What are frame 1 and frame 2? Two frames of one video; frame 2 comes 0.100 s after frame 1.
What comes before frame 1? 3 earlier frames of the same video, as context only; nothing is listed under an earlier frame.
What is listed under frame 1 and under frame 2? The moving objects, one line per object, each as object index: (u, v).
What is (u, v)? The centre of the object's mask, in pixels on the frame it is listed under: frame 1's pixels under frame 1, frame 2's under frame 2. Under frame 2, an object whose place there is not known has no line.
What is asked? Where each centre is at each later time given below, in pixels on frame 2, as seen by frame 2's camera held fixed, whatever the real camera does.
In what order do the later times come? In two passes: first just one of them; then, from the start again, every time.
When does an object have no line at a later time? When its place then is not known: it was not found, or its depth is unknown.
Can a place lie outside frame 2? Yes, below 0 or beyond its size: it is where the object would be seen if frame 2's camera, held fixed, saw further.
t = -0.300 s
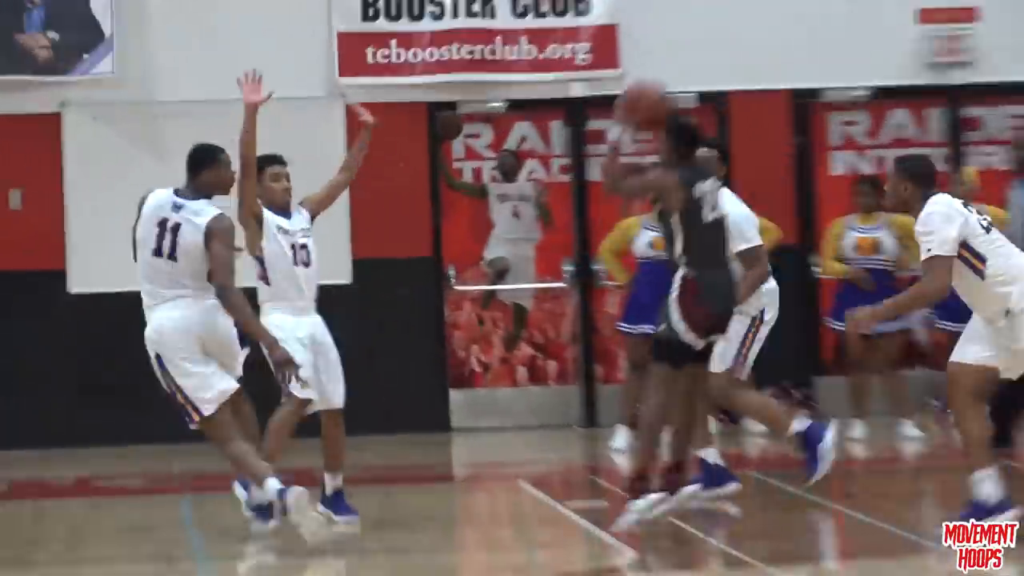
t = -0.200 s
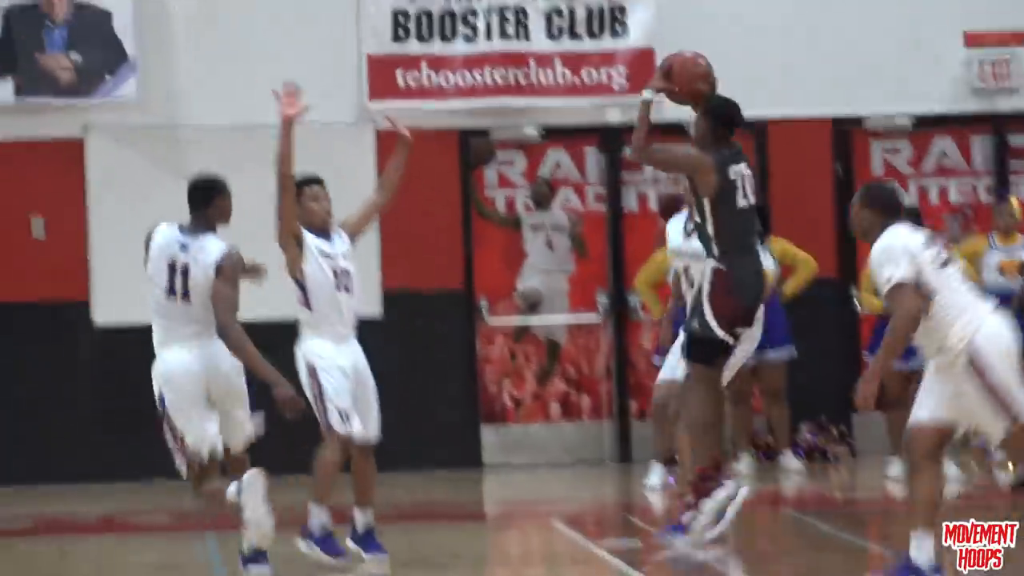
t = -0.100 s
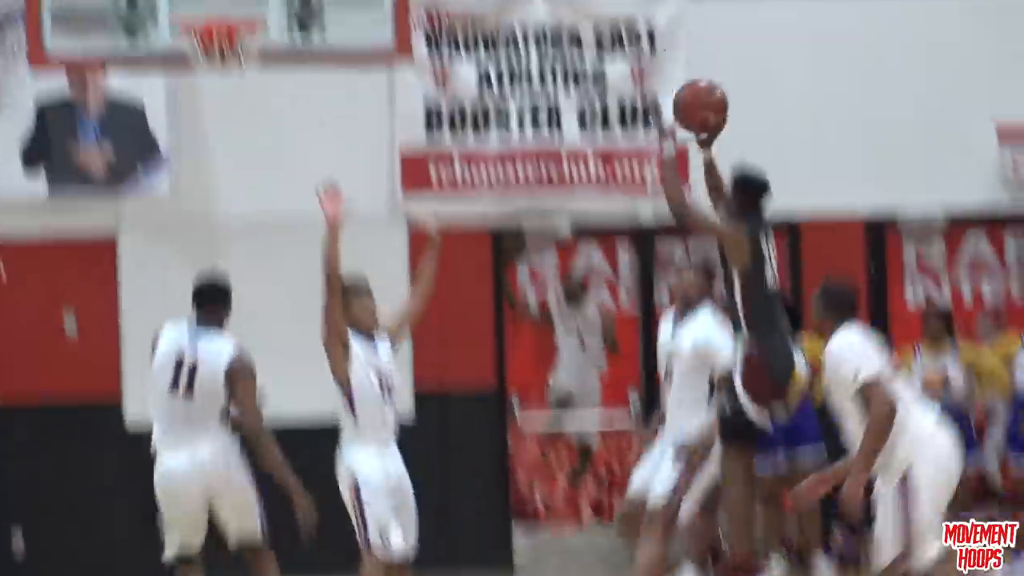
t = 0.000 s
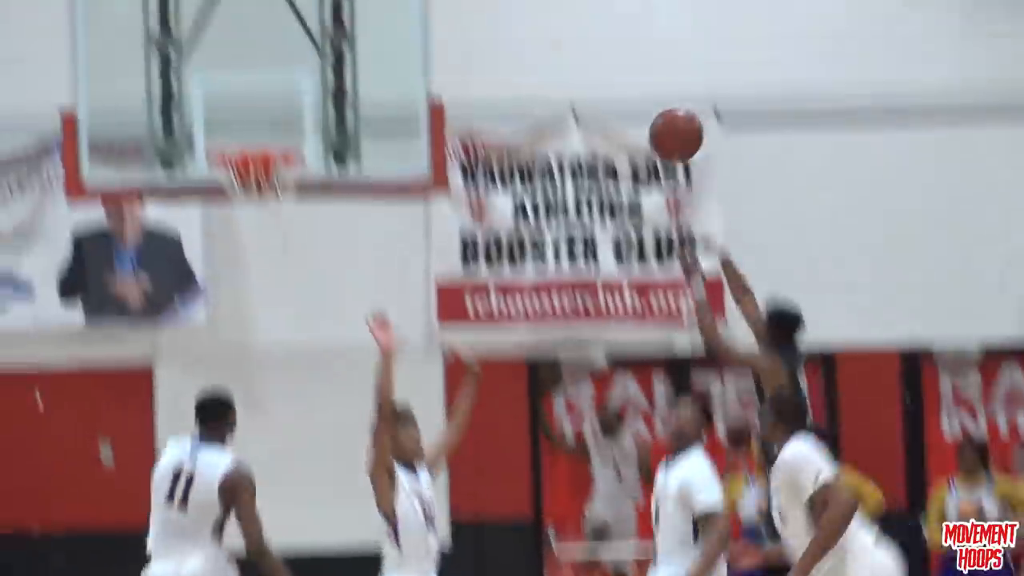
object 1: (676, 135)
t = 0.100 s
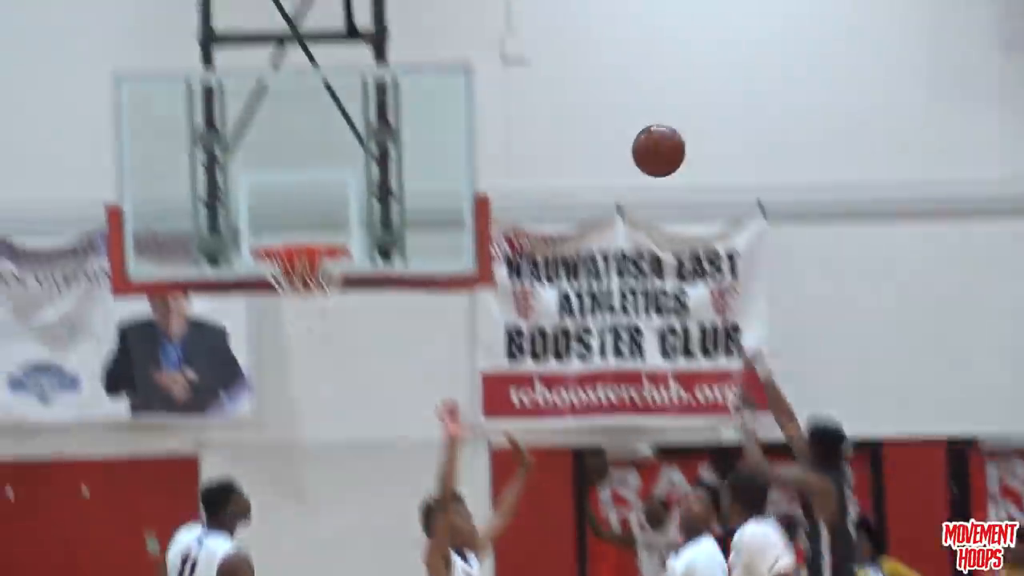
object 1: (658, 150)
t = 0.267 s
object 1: (567, 74)
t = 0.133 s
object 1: (640, 130)
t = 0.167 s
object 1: (621, 112)
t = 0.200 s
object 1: (602, 96)
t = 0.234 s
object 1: (585, 84)
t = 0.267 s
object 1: (567, 74)
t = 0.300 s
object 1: (549, 65)
